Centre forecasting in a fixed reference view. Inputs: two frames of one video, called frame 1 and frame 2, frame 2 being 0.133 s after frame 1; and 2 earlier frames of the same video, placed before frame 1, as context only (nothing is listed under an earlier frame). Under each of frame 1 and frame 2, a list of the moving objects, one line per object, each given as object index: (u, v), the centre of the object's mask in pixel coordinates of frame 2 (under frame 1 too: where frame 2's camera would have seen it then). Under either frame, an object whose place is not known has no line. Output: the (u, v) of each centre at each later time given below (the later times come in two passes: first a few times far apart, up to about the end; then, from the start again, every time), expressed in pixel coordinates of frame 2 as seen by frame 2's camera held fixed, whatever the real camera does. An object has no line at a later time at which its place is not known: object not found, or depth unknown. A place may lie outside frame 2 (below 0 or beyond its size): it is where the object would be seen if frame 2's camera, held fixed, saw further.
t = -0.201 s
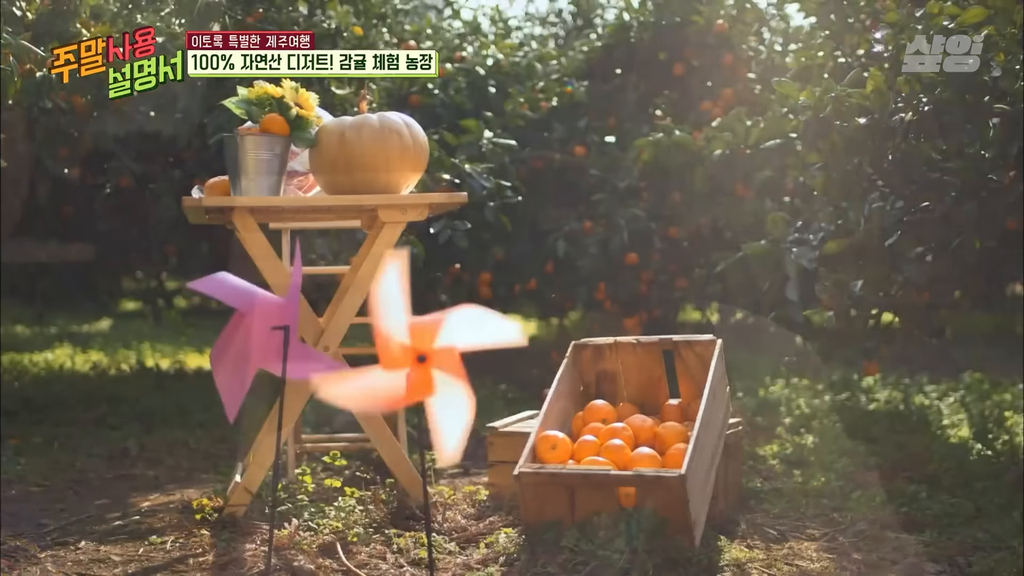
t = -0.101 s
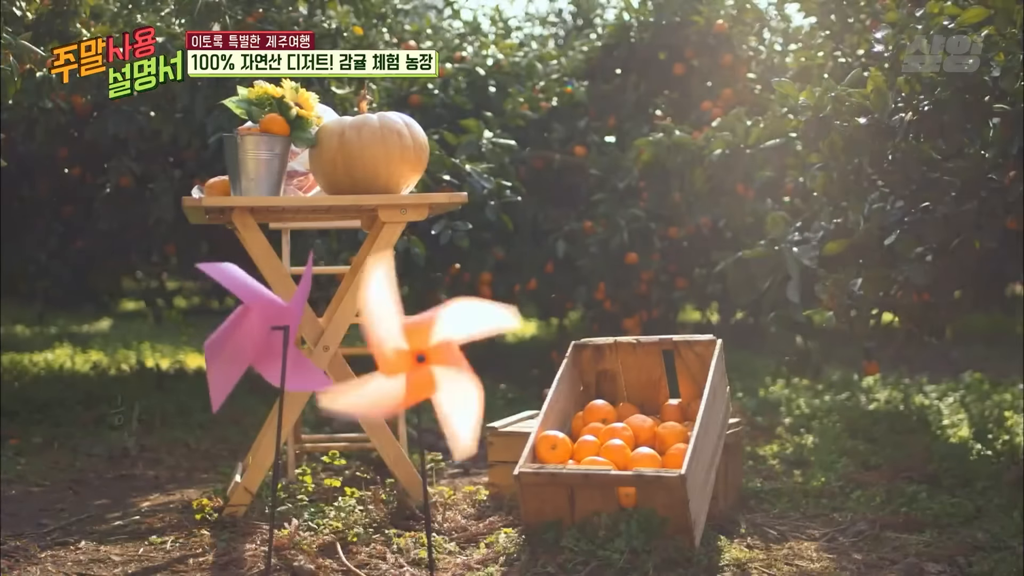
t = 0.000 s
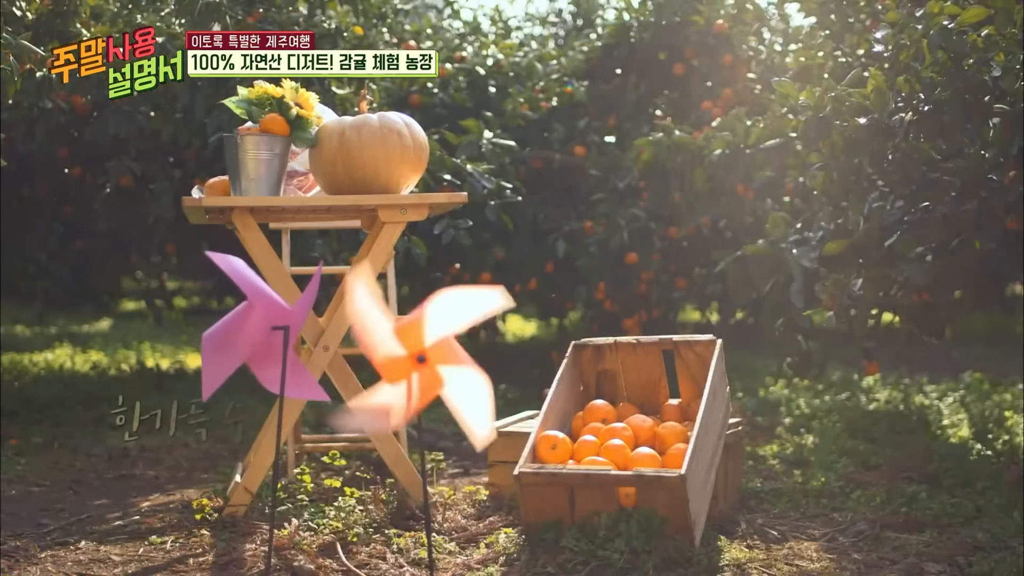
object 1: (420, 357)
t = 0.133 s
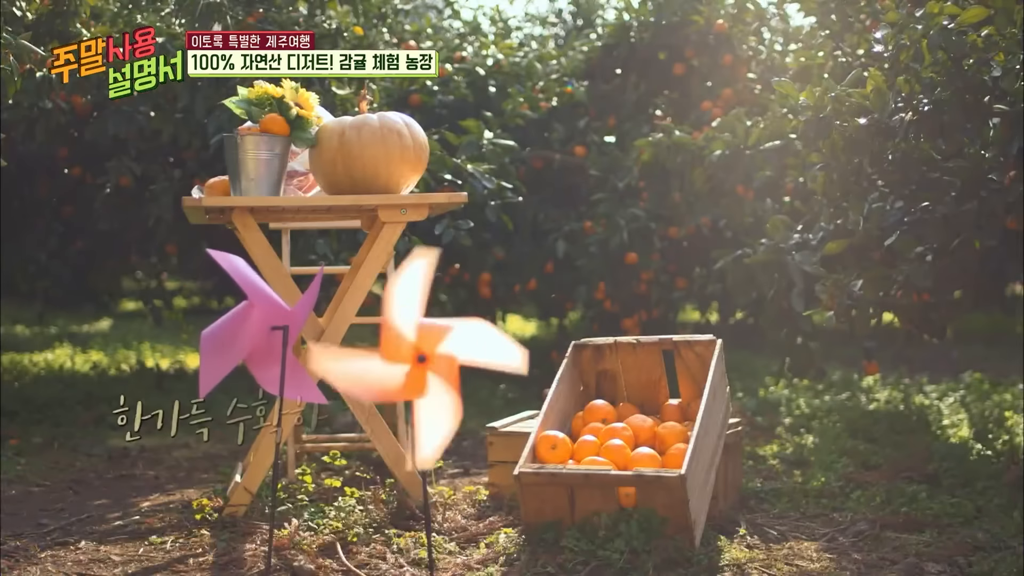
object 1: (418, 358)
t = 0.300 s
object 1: (418, 359)
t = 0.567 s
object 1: (421, 347)
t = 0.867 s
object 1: (423, 347)
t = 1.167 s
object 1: (416, 347)
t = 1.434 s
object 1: (417, 348)
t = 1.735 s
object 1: (418, 347)
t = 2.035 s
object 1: (424, 350)
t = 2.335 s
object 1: (415, 348)
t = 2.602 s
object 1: (422, 347)
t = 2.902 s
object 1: (416, 348)
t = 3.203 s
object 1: (423, 349)
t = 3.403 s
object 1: (423, 347)
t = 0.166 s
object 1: (421, 357)
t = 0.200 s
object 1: (420, 358)
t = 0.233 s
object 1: (419, 359)
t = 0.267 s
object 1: (421, 354)
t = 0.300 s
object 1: (418, 359)
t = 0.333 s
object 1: (420, 359)
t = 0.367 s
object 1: (418, 358)
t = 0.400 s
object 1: (419, 359)
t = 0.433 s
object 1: (422, 351)
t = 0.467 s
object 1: (419, 358)
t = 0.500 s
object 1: (418, 355)
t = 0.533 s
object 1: (425, 349)
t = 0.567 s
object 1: (421, 347)
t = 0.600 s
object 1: (417, 354)
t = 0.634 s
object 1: (425, 349)
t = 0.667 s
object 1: (419, 358)
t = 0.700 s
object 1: (415, 346)
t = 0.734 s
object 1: (422, 351)
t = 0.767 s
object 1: (422, 346)
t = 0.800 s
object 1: (416, 347)
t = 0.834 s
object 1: (421, 352)
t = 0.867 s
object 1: (423, 347)
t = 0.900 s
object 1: (419, 347)
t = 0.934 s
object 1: (417, 349)
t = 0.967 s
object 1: (425, 349)
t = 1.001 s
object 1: (422, 346)
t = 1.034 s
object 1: (417, 347)
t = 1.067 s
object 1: (421, 352)
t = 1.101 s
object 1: (424, 348)
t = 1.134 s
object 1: (418, 360)
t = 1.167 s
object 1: (416, 347)
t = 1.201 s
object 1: (422, 352)
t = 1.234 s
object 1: (423, 347)
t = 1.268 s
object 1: (418, 347)
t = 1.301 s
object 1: (415, 347)
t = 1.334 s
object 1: (421, 352)
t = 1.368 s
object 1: (423, 347)
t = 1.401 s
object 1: (420, 347)
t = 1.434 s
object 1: (417, 348)
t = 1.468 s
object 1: (421, 352)
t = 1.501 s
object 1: (423, 348)
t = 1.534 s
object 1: (420, 347)
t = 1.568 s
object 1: (416, 347)
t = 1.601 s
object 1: (416, 350)
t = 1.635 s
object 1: (421, 353)
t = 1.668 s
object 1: (424, 349)
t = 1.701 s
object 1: (421, 347)
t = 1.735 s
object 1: (418, 347)
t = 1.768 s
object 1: (415, 347)
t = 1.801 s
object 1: (421, 354)
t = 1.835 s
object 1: (425, 349)
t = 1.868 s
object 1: (423, 347)
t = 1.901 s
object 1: (419, 347)
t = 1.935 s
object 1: (415, 348)
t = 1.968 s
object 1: (415, 350)
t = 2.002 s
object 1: (421, 353)
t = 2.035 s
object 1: (424, 350)
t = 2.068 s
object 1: (422, 348)
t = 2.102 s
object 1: (419, 348)
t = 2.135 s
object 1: (417, 348)
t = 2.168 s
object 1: (417, 350)
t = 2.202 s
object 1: (422, 352)
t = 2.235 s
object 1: (424, 349)
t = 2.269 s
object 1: (421, 347)
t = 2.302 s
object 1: (418, 347)
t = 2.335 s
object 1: (415, 348)
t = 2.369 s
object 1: (420, 353)
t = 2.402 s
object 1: (424, 350)
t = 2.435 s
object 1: (423, 347)
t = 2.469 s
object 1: (420, 347)
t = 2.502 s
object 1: (416, 347)
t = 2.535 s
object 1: (419, 353)
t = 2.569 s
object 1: (424, 350)
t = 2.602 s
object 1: (422, 347)
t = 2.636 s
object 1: (419, 347)
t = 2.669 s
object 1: (415, 348)
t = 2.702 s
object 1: (415, 350)
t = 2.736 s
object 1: (420, 354)
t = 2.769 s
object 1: (424, 350)
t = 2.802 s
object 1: (423, 348)
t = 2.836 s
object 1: (419, 359)
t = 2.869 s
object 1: (418, 348)
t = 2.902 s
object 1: (416, 348)
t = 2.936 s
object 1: (421, 356)
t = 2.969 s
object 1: (423, 351)
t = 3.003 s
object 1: (423, 348)
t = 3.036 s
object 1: (421, 347)
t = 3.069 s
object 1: (418, 347)
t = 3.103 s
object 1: (415, 348)
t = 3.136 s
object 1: (419, 357)
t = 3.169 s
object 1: (421, 352)
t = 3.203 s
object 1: (423, 349)
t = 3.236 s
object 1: (421, 347)
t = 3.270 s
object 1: (418, 347)
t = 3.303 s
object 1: (415, 348)
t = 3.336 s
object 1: (418, 351)
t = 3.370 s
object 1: (423, 350)
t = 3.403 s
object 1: (423, 347)
